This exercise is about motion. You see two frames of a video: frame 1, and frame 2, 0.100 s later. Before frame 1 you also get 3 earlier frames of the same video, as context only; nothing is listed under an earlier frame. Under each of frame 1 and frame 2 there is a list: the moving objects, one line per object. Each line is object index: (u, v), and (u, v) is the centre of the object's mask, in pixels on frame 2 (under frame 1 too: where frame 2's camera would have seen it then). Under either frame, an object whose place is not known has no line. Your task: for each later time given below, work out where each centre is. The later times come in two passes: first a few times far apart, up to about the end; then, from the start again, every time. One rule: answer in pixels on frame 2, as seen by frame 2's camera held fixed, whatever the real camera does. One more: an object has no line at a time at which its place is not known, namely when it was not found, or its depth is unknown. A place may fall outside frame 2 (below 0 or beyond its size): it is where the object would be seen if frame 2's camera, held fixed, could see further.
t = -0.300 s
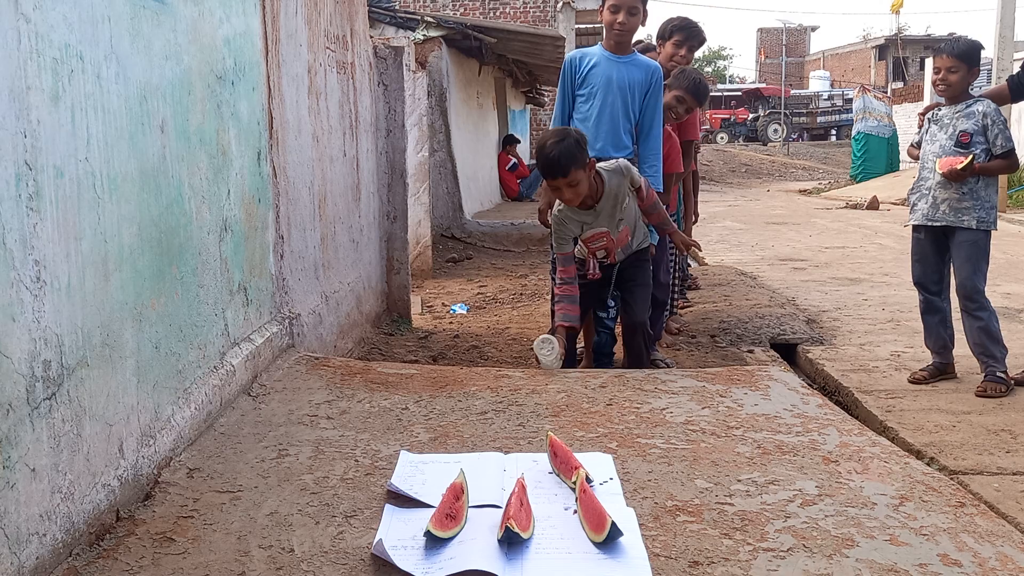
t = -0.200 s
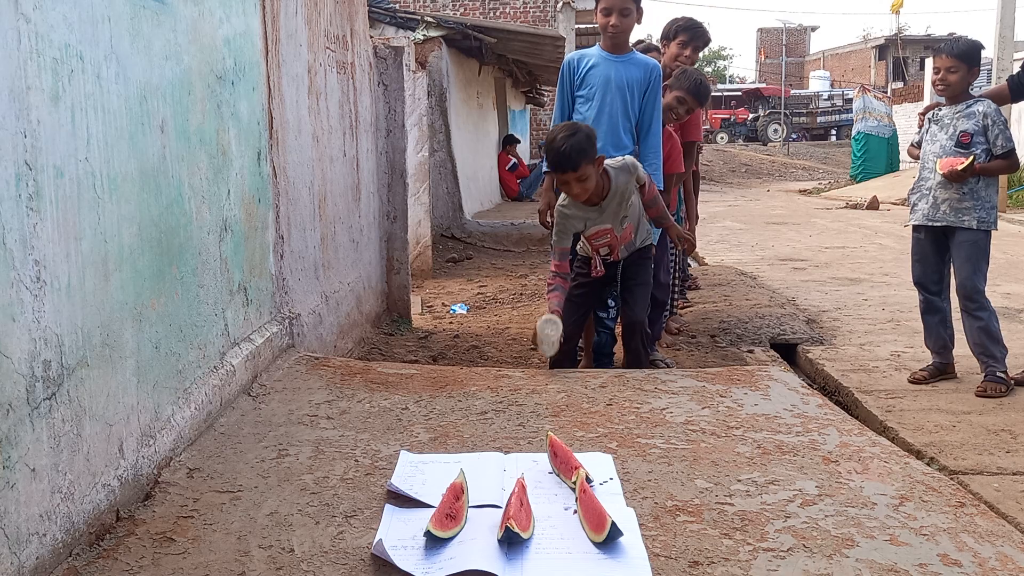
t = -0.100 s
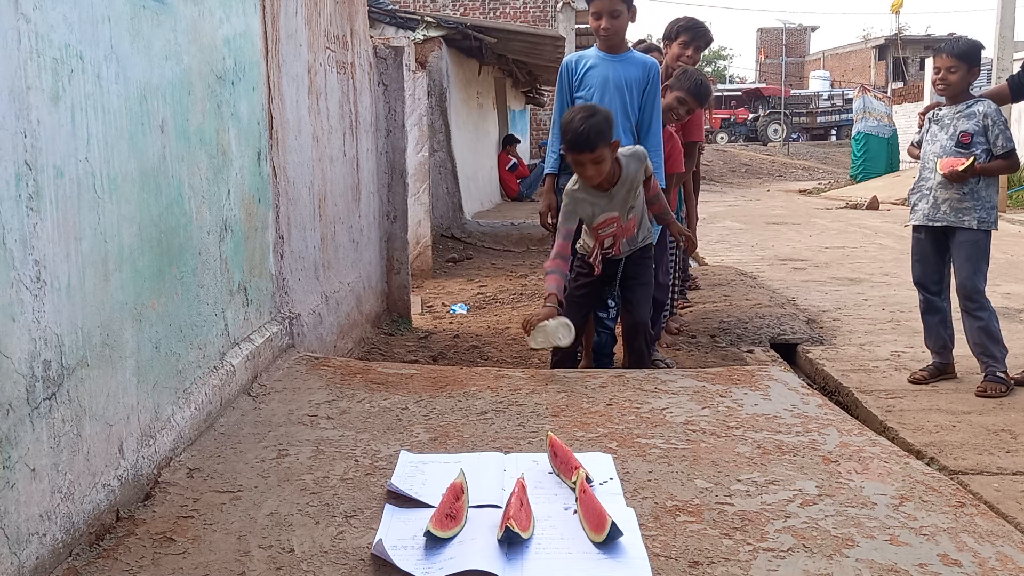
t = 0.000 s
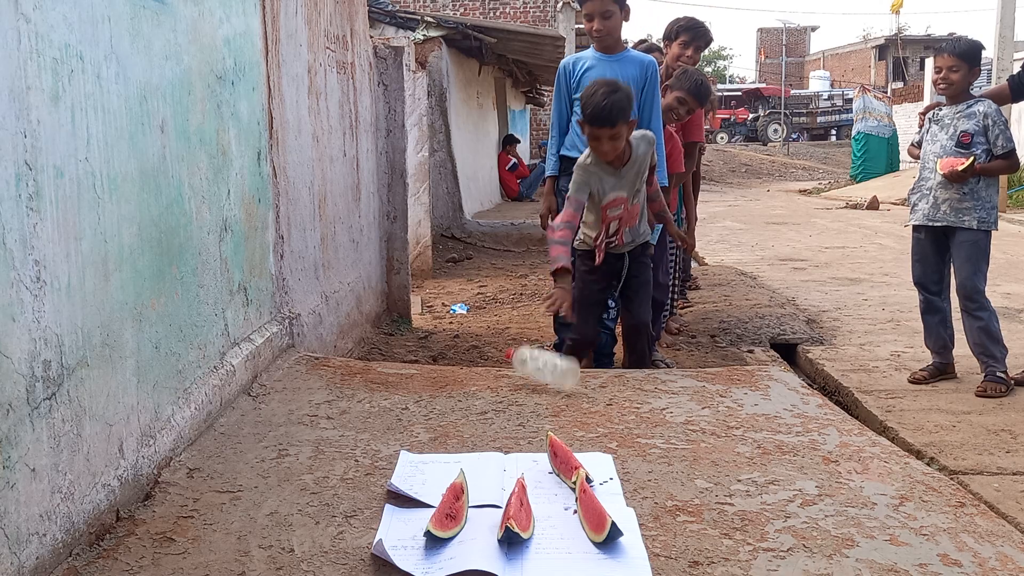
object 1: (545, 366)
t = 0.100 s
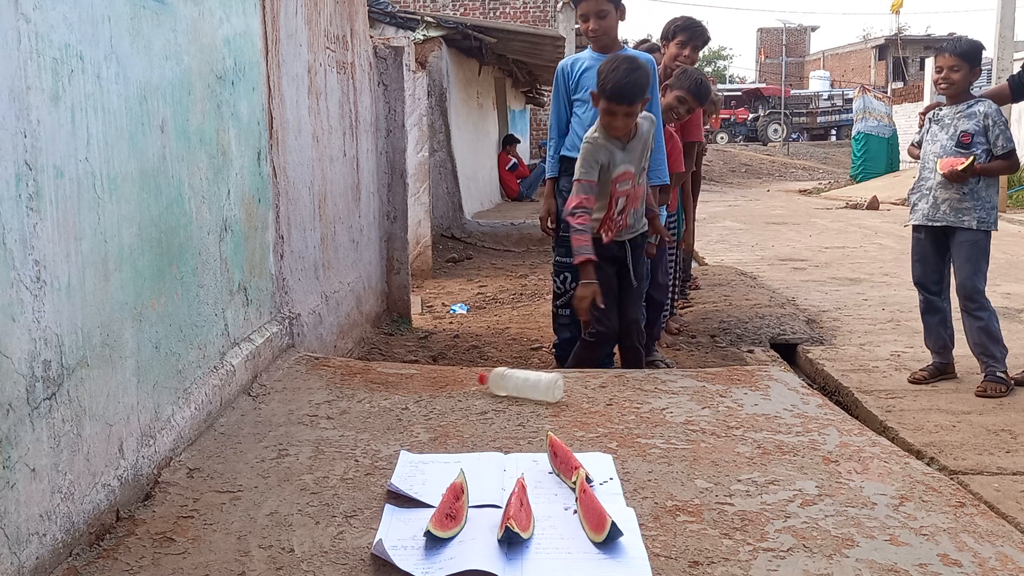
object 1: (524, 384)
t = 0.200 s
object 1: (507, 392)
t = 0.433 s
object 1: (474, 412)
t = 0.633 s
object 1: (446, 429)
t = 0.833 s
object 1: (419, 442)
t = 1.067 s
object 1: (392, 456)
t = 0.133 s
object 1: (517, 386)
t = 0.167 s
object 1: (512, 389)
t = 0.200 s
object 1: (507, 392)
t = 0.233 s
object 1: (502, 395)
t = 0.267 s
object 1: (497, 398)
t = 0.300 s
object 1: (492, 401)
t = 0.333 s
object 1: (487, 404)
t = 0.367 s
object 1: (482, 407)
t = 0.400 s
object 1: (478, 409)
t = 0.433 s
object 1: (474, 412)
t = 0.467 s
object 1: (470, 415)
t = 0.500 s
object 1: (465, 418)
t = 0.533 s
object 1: (460, 422)
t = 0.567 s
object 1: (455, 424)
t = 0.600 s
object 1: (451, 426)
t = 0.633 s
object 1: (446, 429)
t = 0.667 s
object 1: (441, 432)
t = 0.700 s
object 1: (437, 434)
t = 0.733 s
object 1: (432, 436)
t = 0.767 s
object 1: (428, 438)
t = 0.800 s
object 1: (424, 440)
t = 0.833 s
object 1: (419, 442)
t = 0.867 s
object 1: (415, 444)
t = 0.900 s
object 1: (411, 447)
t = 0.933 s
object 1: (407, 450)
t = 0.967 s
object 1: (403, 452)
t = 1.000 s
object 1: (399, 454)
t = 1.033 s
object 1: (396, 455)
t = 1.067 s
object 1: (392, 456)
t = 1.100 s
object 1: (388, 458)
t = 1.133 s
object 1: (384, 461)
